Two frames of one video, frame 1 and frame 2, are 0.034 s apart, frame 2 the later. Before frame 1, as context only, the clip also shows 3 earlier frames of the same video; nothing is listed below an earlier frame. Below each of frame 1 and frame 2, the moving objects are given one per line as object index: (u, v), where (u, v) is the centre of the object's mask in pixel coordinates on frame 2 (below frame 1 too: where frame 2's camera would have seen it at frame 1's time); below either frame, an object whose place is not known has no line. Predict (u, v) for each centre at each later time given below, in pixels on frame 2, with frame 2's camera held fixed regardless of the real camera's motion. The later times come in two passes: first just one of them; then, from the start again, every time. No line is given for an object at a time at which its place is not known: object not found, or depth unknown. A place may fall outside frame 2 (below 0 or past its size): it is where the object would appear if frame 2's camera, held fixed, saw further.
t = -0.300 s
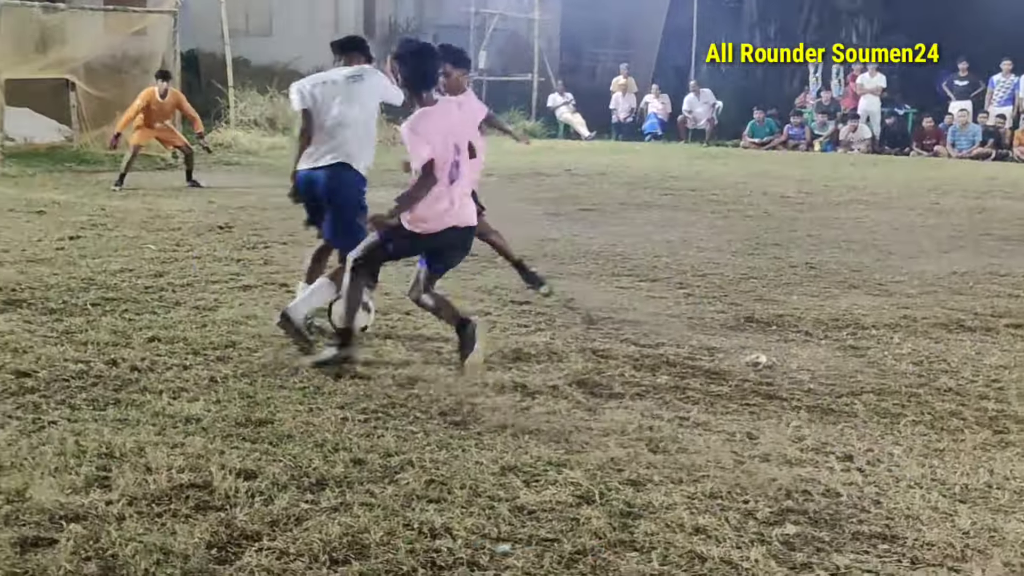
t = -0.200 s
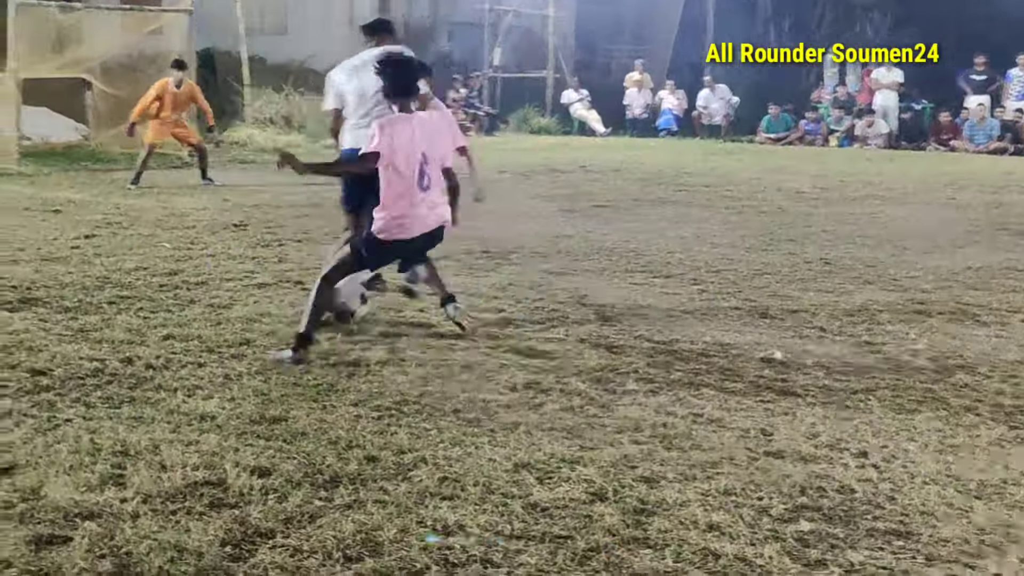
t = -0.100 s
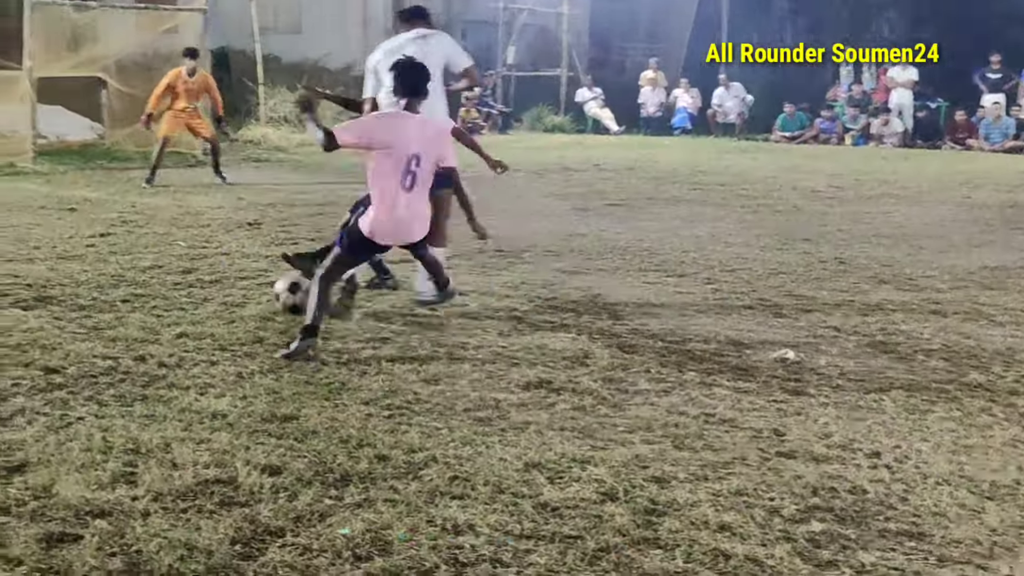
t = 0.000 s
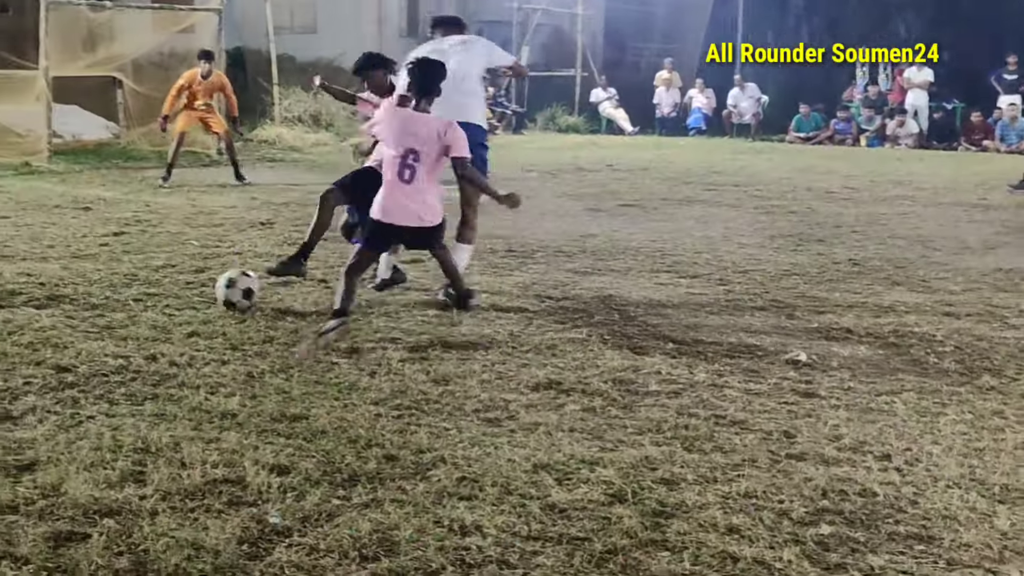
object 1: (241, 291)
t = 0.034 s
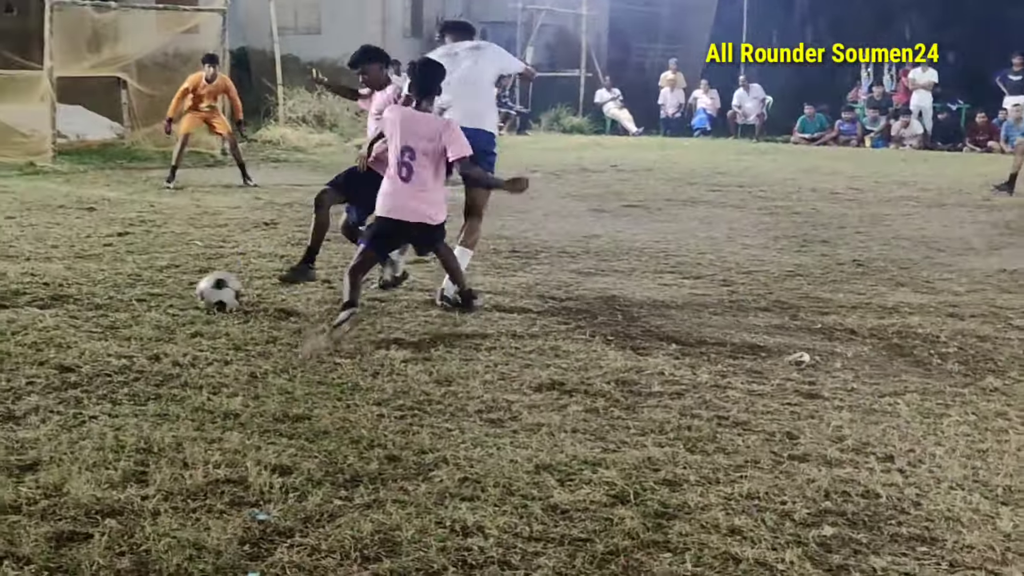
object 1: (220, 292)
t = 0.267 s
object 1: (67, 290)
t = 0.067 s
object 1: (196, 294)
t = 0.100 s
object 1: (175, 291)
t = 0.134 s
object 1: (153, 290)
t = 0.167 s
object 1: (132, 291)
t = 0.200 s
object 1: (111, 293)
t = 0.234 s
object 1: (90, 291)
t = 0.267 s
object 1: (67, 290)
